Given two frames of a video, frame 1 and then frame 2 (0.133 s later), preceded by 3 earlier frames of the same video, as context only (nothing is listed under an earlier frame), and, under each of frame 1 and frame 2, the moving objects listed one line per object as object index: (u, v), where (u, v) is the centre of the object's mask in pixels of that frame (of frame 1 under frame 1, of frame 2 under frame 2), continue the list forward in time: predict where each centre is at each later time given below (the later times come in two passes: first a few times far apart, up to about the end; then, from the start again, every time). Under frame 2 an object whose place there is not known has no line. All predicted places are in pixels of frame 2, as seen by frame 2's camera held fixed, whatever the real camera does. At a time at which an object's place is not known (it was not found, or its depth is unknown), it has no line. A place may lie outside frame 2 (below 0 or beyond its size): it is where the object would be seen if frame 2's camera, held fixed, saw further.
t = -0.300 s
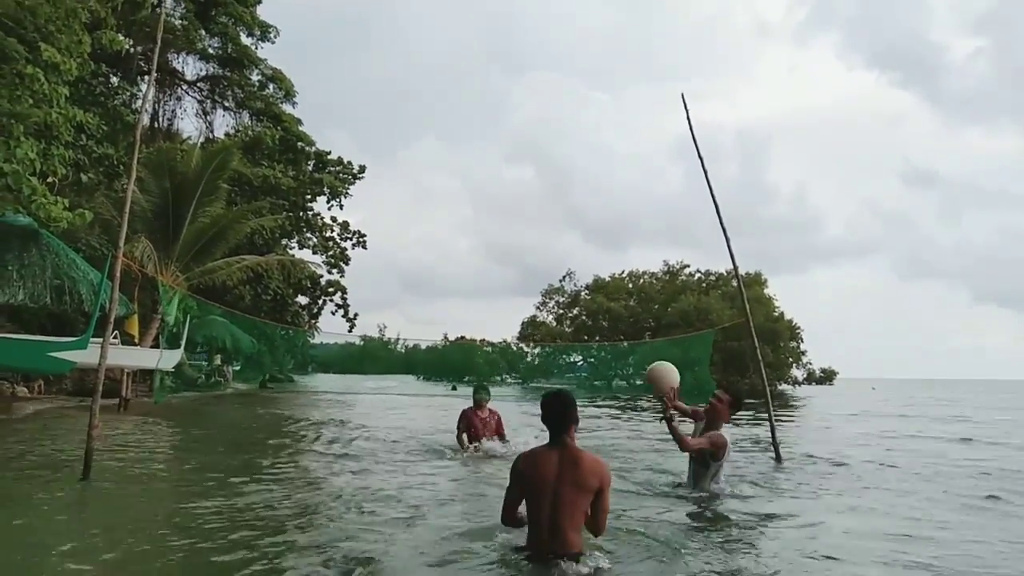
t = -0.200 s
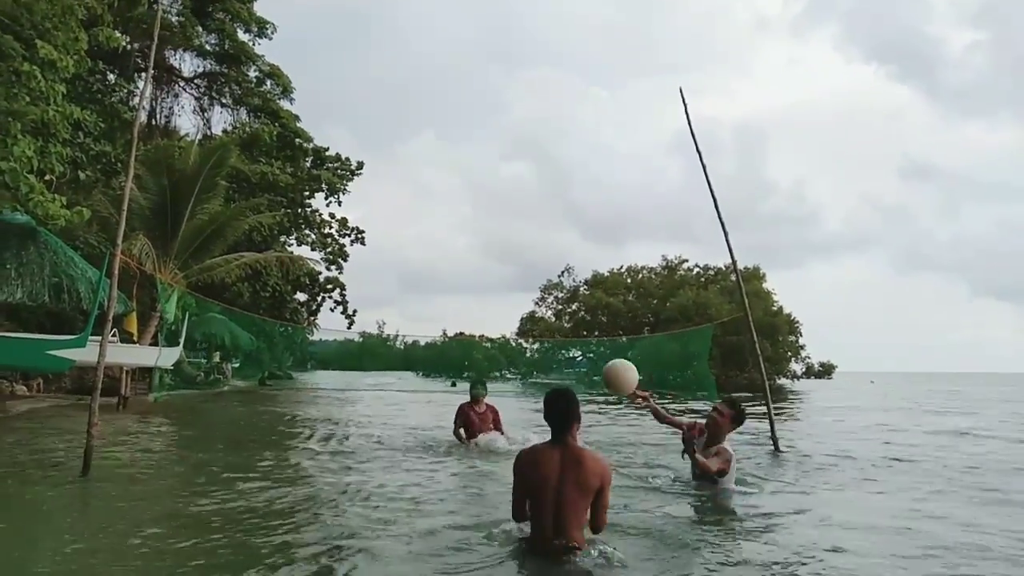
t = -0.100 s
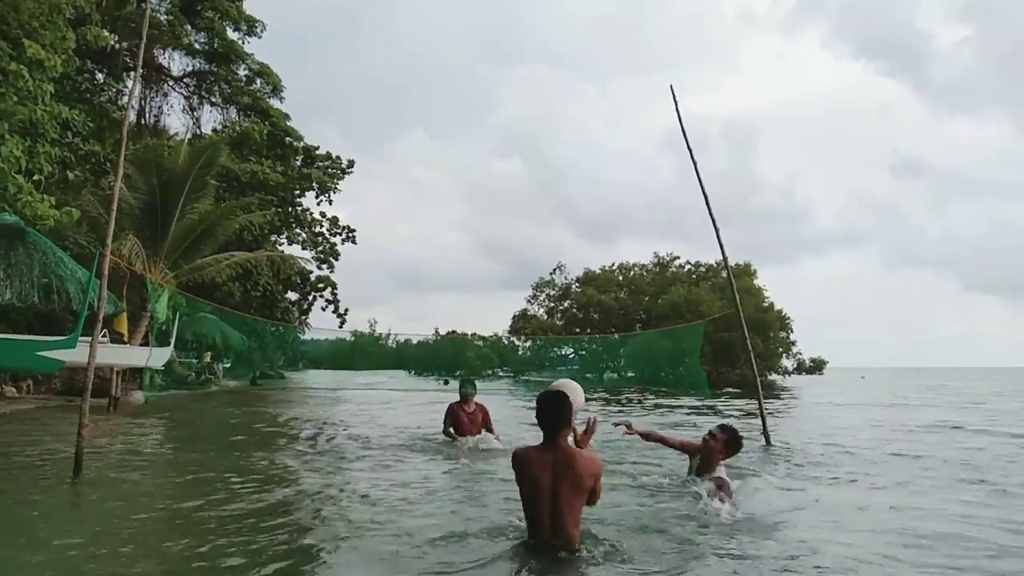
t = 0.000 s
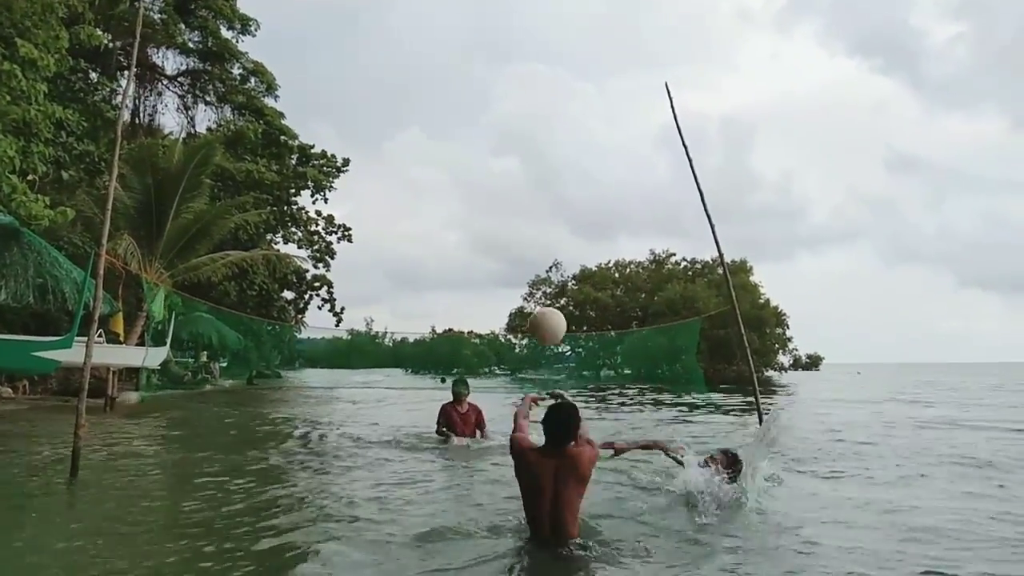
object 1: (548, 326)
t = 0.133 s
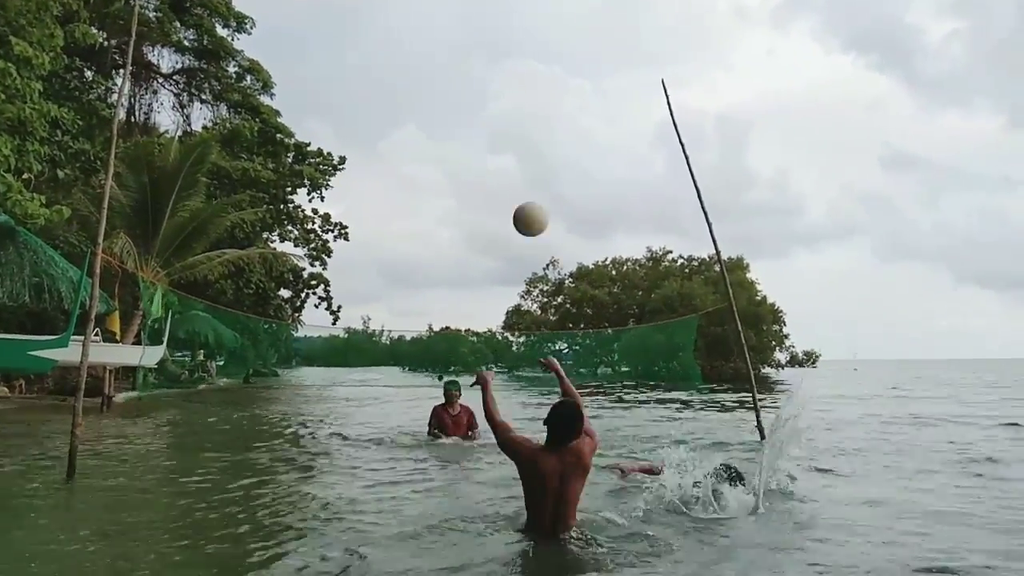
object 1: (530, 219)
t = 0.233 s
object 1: (520, 167)
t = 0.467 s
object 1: (505, 114)
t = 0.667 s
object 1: (492, 137)
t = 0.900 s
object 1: (478, 227)
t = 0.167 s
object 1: (526, 200)
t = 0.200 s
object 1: (523, 183)
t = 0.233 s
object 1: (520, 167)
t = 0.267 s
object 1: (518, 153)
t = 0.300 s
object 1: (515, 141)
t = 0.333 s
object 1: (513, 131)
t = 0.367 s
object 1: (511, 125)
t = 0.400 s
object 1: (507, 120)
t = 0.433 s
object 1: (506, 117)
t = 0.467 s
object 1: (505, 114)
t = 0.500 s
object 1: (503, 113)
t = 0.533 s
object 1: (499, 114)
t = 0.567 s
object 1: (496, 117)
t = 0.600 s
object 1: (495, 122)
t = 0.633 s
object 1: (494, 128)
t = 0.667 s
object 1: (492, 137)
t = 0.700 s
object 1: (490, 145)
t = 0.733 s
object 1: (488, 155)
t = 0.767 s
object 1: (485, 168)
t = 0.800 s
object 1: (484, 182)
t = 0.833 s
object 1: (481, 197)
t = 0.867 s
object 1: (480, 212)
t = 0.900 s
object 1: (478, 227)
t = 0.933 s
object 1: (476, 245)
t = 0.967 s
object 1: (474, 265)
